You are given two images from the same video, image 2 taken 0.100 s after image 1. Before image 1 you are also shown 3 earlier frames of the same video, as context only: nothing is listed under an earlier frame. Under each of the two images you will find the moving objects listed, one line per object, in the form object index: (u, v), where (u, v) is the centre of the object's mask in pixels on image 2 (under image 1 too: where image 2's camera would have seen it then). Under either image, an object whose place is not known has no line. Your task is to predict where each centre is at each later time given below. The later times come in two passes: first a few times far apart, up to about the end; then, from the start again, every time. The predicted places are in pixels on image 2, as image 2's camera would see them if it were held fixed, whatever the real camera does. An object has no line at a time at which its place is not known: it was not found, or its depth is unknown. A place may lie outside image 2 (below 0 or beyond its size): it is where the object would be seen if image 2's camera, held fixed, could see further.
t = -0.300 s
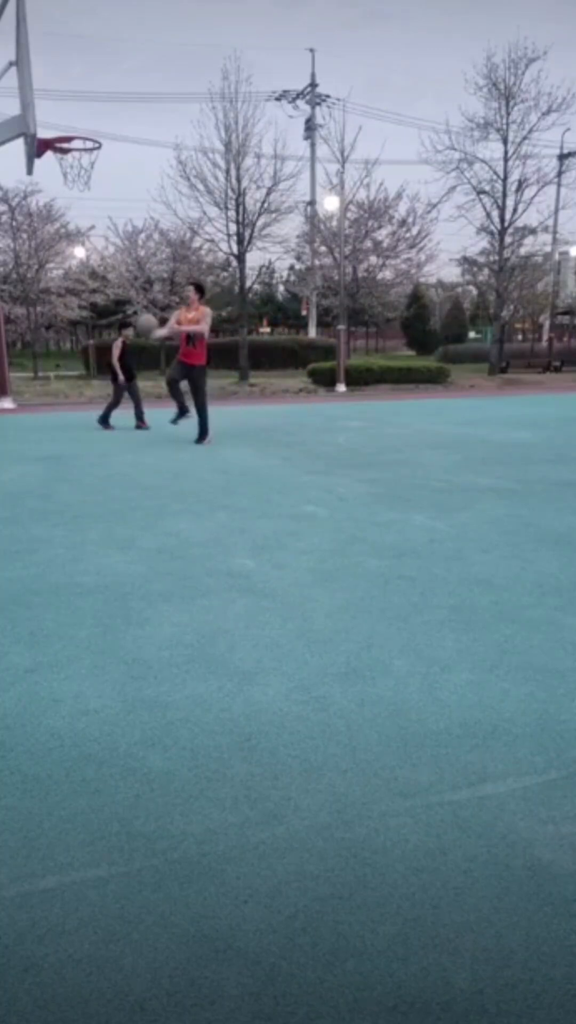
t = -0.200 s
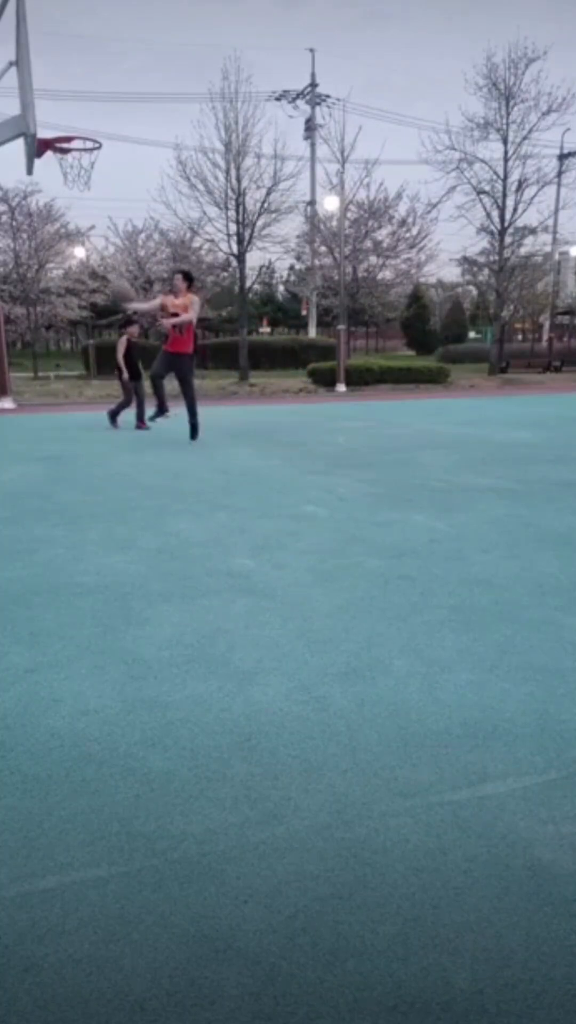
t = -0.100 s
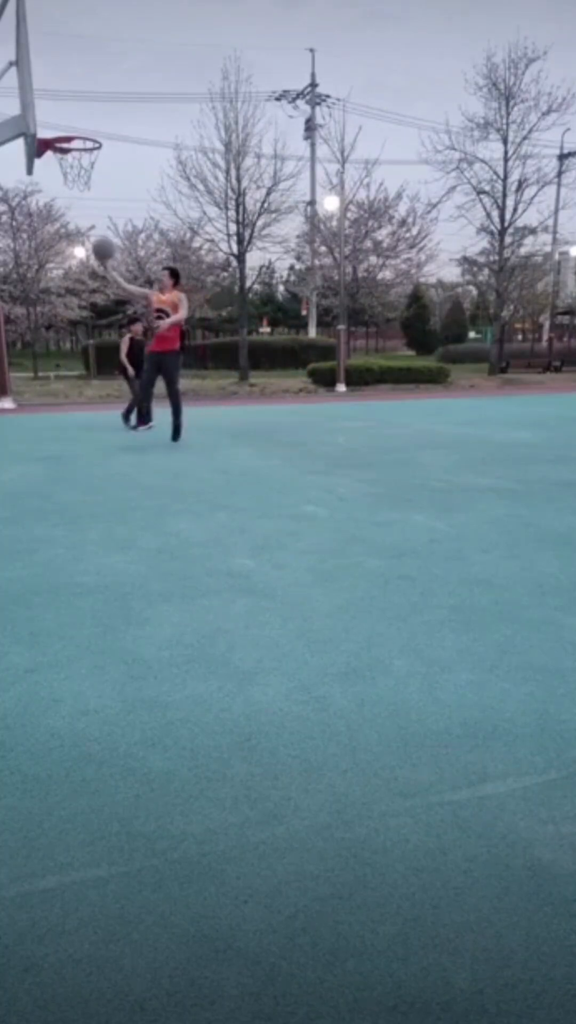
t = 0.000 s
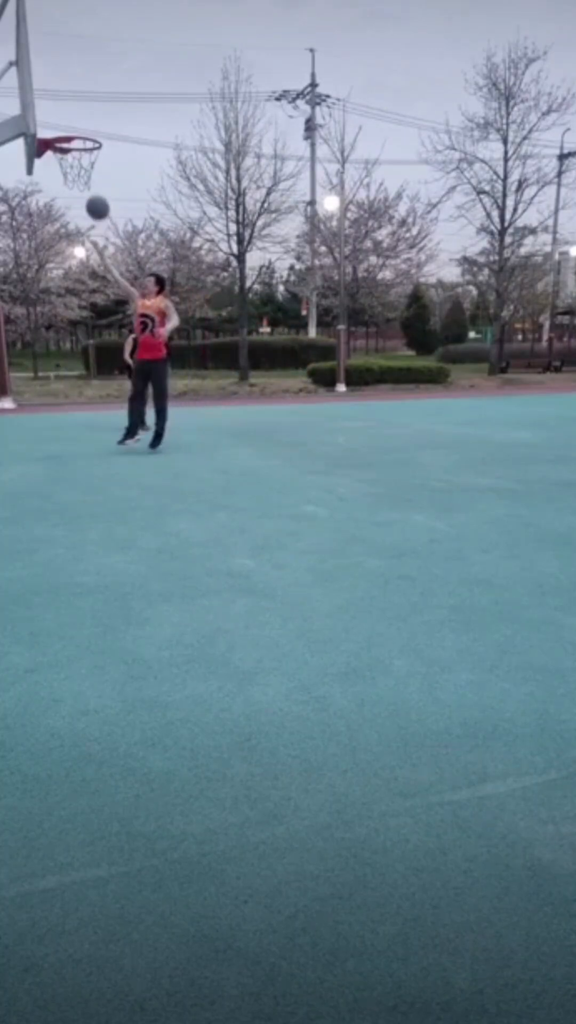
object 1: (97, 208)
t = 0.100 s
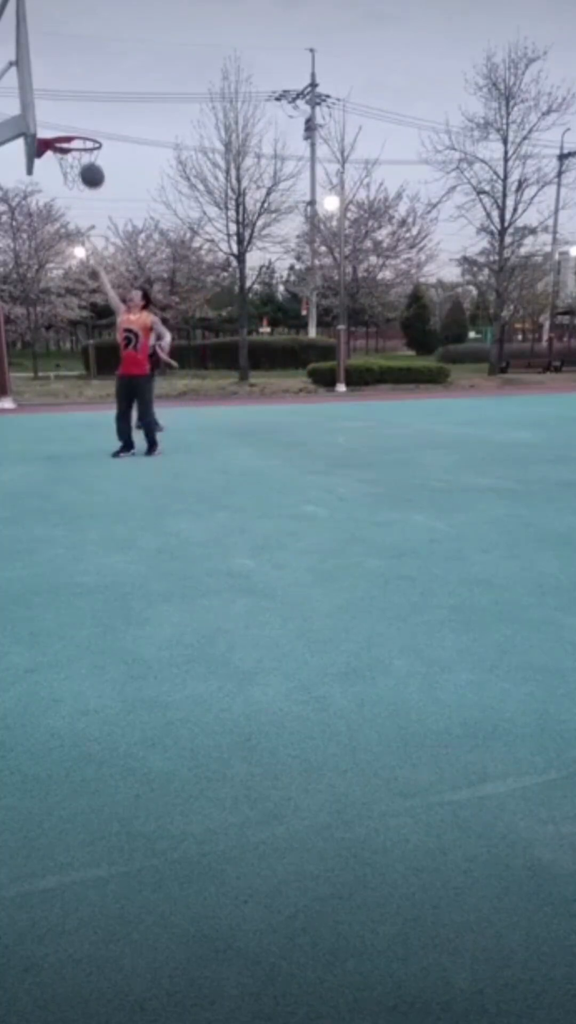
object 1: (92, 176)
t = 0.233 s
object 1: (86, 148)
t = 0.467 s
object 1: (86, 143)
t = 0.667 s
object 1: (92, 167)
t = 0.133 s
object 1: (90, 167)
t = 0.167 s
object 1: (89, 161)
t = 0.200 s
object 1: (88, 154)
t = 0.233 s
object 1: (86, 148)
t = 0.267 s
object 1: (86, 143)
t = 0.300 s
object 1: (86, 140)
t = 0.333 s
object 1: (86, 138)
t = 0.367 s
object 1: (86, 138)
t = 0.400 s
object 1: (86, 138)
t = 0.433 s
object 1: (86, 140)
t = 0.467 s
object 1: (86, 143)
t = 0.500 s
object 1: (87, 146)
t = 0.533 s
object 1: (88, 148)
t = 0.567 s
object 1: (89, 151)
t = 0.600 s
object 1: (89, 156)
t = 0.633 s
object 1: (91, 161)
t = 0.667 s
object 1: (92, 167)
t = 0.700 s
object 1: (93, 175)
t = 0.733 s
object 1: (95, 183)
